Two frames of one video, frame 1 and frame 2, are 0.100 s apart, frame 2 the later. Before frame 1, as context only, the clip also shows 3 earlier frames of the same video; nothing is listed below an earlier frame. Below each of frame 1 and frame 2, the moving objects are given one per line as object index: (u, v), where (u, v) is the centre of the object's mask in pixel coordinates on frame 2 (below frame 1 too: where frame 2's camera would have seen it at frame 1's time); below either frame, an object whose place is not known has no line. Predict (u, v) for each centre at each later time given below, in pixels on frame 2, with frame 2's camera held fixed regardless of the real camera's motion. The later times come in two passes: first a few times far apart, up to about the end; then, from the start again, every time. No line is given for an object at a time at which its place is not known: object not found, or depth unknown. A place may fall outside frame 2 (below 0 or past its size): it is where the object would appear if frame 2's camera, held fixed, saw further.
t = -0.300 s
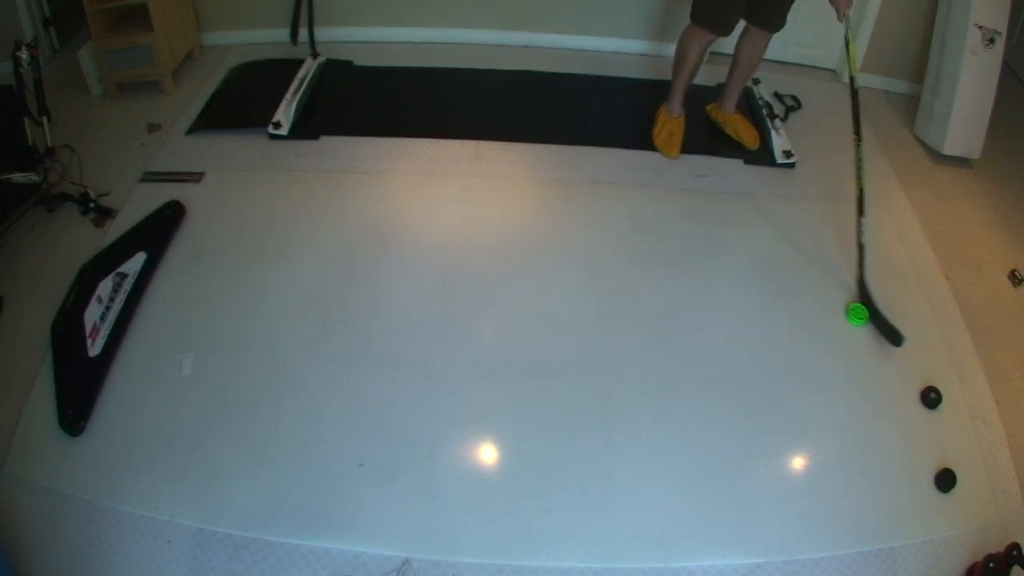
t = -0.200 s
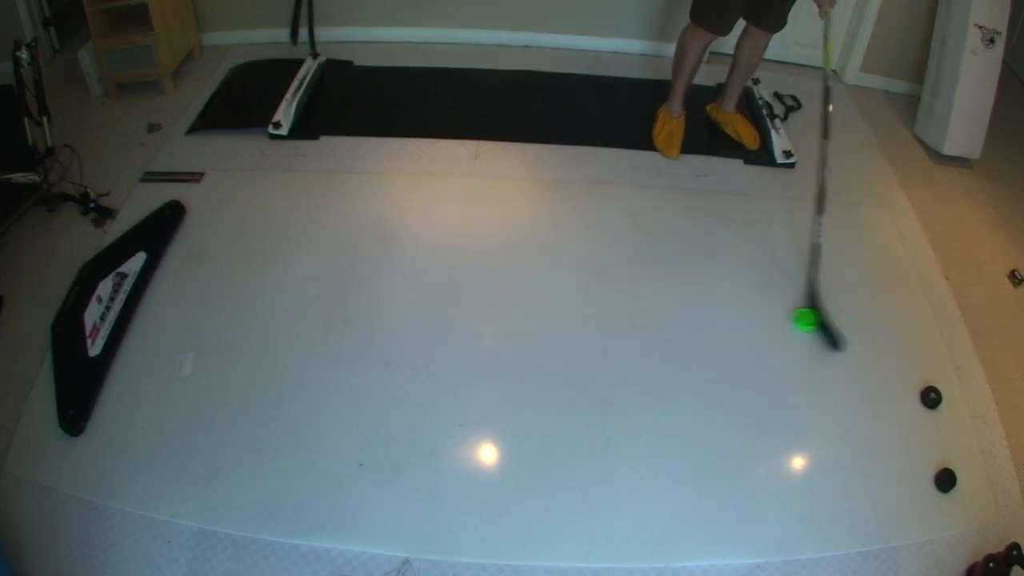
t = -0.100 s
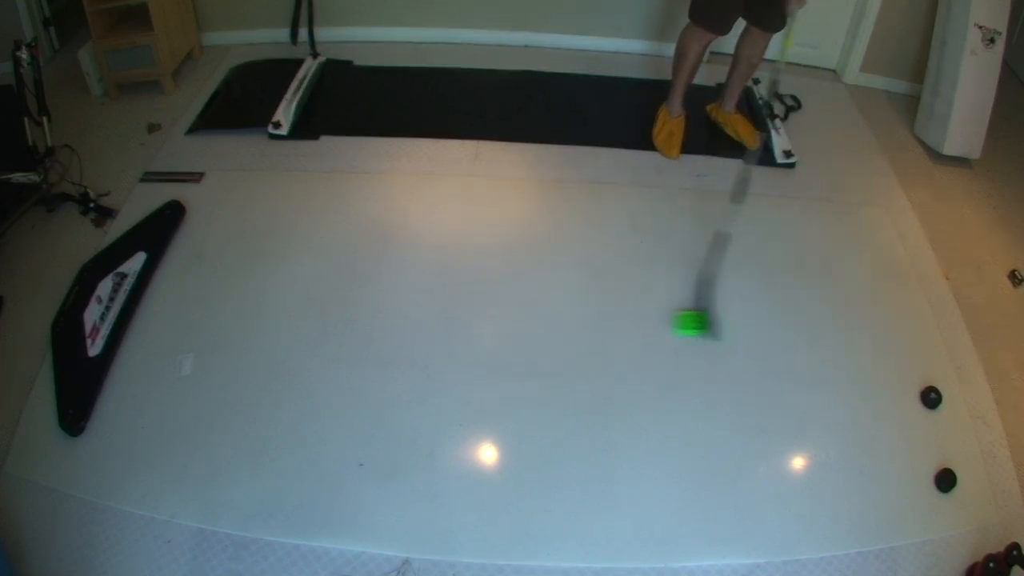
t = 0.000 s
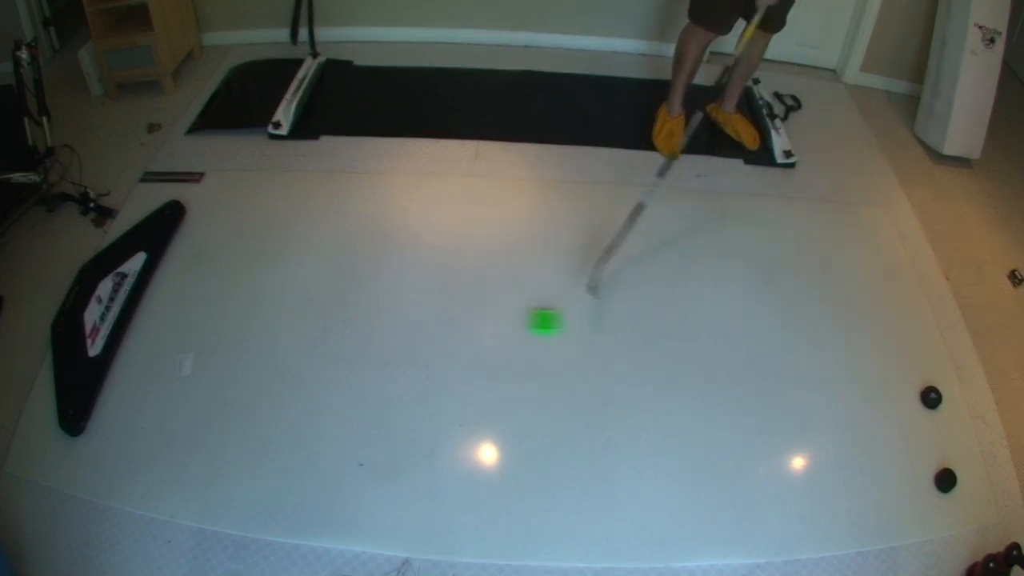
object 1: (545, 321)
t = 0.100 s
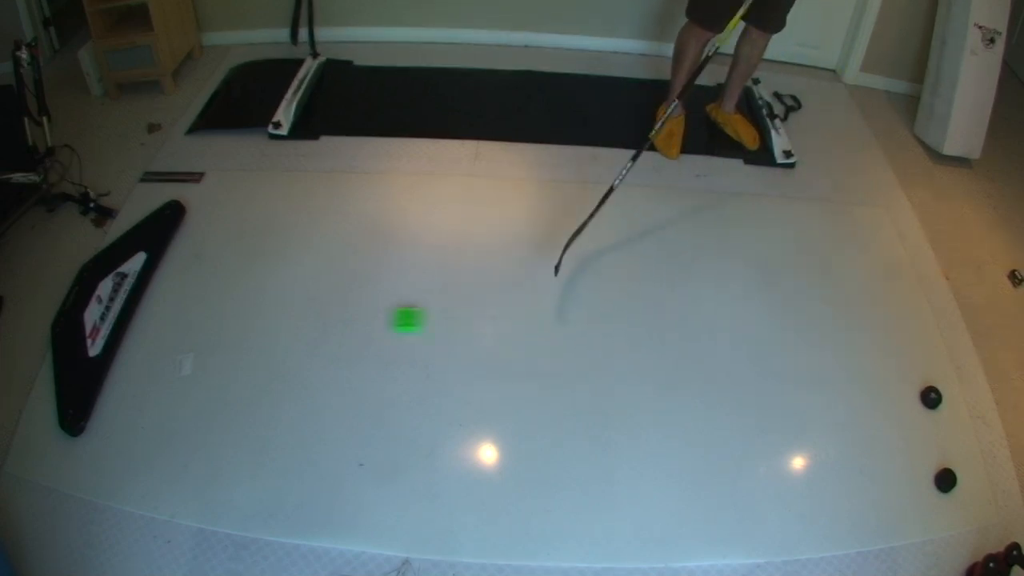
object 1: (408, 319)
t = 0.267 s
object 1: (217, 314)
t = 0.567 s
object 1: (223, 321)
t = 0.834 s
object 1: (339, 335)
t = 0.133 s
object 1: (366, 319)
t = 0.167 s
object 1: (325, 318)
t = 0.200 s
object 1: (287, 317)
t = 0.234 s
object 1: (251, 316)
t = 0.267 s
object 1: (217, 314)
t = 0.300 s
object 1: (186, 313)
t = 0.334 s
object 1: (158, 312)
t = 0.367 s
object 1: (139, 315)
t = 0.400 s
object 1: (139, 315)
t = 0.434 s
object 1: (150, 314)
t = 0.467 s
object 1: (169, 316)
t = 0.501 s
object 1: (186, 318)
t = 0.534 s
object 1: (205, 320)
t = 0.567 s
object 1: (223, 321)
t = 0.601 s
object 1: (240, 324)
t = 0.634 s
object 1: (256, 326)
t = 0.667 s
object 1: (272, 327)
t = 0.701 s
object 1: (286, 329)
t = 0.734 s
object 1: (301, 330)
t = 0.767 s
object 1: (315, 332)
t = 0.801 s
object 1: (327, 333)
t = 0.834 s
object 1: (339, 335)
